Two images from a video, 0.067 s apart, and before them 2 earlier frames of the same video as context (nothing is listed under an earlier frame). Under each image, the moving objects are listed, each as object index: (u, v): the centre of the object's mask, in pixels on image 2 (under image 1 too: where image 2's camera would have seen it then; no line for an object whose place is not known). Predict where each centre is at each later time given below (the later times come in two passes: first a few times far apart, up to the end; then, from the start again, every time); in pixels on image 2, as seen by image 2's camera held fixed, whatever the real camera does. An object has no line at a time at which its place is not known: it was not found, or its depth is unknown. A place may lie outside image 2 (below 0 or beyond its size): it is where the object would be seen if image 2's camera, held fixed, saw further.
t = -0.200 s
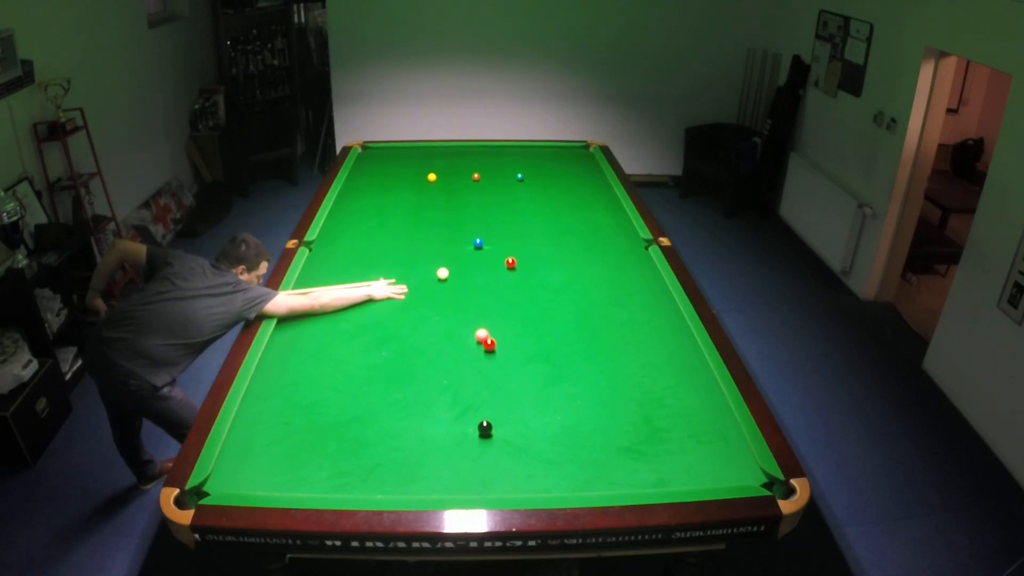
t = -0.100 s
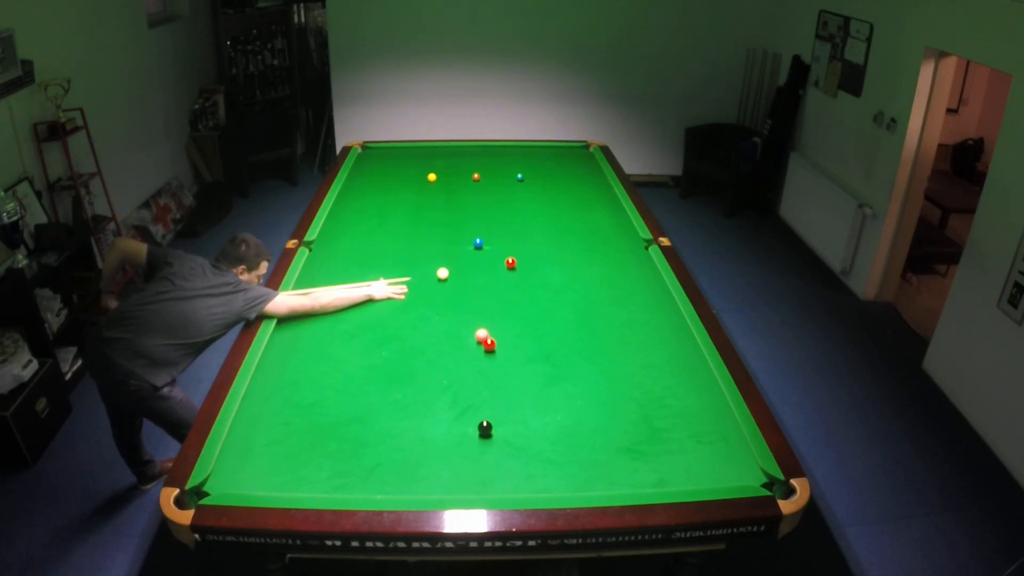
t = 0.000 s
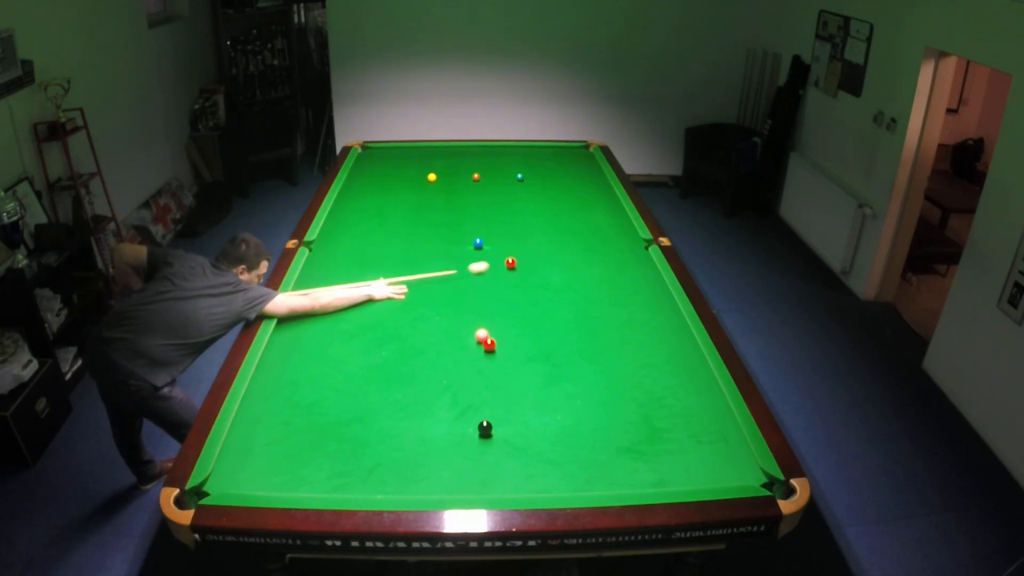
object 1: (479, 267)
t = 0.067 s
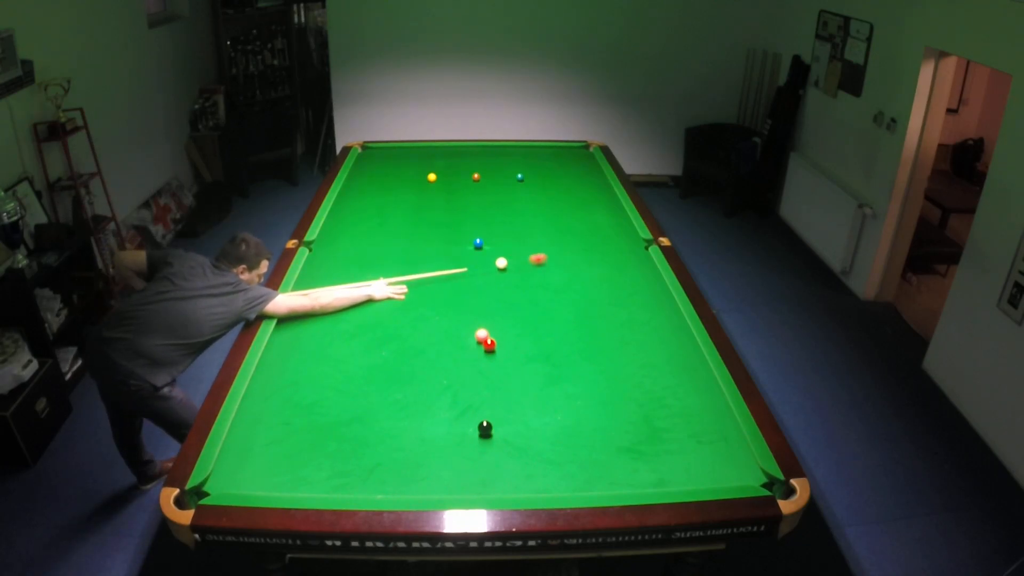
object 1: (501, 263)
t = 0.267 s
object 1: (509, 259)
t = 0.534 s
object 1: (518, 254)
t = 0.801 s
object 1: (526, 250)
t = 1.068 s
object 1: (533, 246)
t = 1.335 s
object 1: (540, 243)
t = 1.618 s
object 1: (545, 240)
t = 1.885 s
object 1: (550, 238)
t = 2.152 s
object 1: (553, 236)
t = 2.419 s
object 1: (556, 235)
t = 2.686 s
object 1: (558, 234)
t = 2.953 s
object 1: (559, 233)
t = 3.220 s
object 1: (560, 233)
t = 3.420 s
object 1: (560, 233)
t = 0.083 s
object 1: (502, 262)
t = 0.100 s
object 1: (502, 262)
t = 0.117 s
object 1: (503, 262)
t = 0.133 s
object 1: (504, 262)
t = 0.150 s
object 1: (504, 261)
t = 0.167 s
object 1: (505, 261)
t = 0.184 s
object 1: (506, 261)
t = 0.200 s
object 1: (506, 260)
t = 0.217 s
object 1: (507, 260)
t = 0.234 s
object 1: (508, 260)
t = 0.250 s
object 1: (508, 259)
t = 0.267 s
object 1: (509, 259)
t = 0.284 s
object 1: (509, 259)
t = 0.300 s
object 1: (510, 258)
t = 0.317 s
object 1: (510, 258)
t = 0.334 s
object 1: (511, 258)
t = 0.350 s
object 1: (512, 257)
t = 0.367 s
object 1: (512, 257)
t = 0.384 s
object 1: (513, 257)
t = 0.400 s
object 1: (513, 257)
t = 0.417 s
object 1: (514, 256)
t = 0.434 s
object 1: (515, 256)
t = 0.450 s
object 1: (515, 256)
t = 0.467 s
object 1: (516, 255)
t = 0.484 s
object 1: (516, 255)
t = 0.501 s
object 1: (517, 255)
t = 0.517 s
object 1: (517, 254)
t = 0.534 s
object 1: (518, 254)
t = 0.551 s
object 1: (518, 254)
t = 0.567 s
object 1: (519, 254)
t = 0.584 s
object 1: (519, 253)
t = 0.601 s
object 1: (520, 253)
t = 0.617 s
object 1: (521, 253)
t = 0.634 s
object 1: (521, 253)
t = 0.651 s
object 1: (522, 252)
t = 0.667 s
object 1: (522, 252)
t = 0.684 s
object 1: (523, 252)
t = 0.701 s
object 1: (523, 252)
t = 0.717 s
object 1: (524, 251)
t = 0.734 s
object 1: (524, 251)
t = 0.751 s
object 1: (525, 251)
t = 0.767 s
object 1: (525, 251)
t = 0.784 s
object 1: (526, 250)
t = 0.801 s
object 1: (526, 250)
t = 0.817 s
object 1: (527, 250)
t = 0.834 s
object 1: (527, 250)
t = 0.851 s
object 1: (527, 249)
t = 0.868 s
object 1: (528, 249)
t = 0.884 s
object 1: (528, 249)
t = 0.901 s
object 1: (529, 249)
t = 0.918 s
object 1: (529, 248)
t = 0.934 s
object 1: (530, 248)
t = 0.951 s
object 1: (530, 248)
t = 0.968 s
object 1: (531, 248)
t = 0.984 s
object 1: (531, 248)
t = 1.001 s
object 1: (532, 247)
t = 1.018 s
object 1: (532, 247)
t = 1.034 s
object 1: (532, 247)
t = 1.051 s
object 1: (533, 247)
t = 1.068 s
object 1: (533, 246)
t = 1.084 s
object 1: (534, 246)
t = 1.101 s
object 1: (534, 246)
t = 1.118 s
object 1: (535, 246)
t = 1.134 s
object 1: (535, 246)
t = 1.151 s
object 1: (535, 245)
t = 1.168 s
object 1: (536, 245)
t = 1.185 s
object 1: (536, 245)
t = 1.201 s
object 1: (537, 245)
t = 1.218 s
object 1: (537, 245)
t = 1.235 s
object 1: (537, 244)
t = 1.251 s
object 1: (538, 244)
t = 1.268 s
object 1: (538, 244)
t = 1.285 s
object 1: (539, 244)
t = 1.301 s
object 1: (539, 244)
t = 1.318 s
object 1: (539, 243)
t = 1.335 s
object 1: (540, 243)
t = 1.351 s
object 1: (540, 243)
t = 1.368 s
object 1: (540, 243)
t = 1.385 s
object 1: (541, 243)
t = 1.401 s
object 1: (541, 242)
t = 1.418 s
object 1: (541, 242)
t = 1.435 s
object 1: (542, 242)
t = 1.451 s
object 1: (542, 242)
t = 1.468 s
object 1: (542, 242)
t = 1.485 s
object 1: (543, 241)
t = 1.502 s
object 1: (543, 241)
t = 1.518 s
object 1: (543, 241)
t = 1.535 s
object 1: (544, 241)
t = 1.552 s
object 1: (544, 241)
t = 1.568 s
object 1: (544, 241)
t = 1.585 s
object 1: (545, 240)
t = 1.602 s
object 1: (545, 240)
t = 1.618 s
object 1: (545, 240)
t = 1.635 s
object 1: (545, 240)
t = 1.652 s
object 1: (546, 240)
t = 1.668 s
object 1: (546, 240)
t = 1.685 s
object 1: (546, 240)
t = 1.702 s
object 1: (547, 239)
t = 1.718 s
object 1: (547, 239)
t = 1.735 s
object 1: (547, 239)
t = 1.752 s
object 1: (547, 239)
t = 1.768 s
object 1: (548, 239)
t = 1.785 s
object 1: (548, 239)
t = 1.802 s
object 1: (548, 239)
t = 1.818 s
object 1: (549, 238)
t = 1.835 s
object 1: (549, 238)
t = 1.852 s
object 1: (549, 238)
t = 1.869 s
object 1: (549, 238)
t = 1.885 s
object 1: (550, 238)
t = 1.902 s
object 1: (550, 238)
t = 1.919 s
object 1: (550, 238)
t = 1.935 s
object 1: (550, 238)
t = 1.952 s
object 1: (551, 237)
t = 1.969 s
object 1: (551, 237)
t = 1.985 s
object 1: (551, 237)
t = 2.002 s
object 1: (551, 237)
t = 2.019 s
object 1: (551, 237)
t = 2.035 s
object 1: (552, 237)
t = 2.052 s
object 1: (552, 237)
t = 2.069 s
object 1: (552, 237)
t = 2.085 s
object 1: (552, 236)
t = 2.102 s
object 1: (552, 236)
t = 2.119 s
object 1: (553, 236)
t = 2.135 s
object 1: (553, 236)
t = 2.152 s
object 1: (553, 236)
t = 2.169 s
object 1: (553, 236)
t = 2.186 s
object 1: (553, 236)
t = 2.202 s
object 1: (554, 236)
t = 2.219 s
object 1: (554, 236)
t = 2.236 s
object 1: (554, 236)
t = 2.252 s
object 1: (554, 235)
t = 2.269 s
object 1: (554, 235)
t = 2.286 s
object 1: (555, 235)
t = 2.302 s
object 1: (555, 235)
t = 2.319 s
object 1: (555, 235)
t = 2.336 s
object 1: (555, 235)
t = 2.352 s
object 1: (555, 235)
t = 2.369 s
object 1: (556, 235)
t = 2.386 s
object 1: (556, 235)
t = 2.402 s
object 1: (556, 235)
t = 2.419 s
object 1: (556, 235)
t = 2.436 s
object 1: (556, 235)
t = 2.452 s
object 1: (556, 235)
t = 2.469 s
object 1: (556, 235)
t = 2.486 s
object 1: (556, 234)
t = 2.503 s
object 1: (557, 234)
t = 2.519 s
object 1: (557, 234)
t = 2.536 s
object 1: (557, 234)
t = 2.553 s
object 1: (557, 234)
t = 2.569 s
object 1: (557, 234)
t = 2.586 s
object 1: (557, 234)
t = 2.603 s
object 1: (557, 234)
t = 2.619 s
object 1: (557, 234)
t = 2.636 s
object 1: (558, 234)
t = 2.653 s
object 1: (558, 234)
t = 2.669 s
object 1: (558, 234)
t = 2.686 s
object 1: (558, 234)
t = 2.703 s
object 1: (558, 234)
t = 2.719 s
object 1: (558, 234)
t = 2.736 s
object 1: (558, 233)
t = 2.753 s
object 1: (558, 233)
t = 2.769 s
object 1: (558, 233)
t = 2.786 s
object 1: (558, 233)
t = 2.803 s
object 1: (559, 233)
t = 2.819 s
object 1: (559, 233)
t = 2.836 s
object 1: (559, 233)
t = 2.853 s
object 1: (559, 233)
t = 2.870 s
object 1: (559, 233)
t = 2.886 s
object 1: (559, 233)
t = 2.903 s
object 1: (559, 233)
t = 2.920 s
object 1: (559, 233)
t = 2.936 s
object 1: (559, 233)
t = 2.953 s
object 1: (559, 233)
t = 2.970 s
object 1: (559, 233)
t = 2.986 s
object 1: (559, 233)
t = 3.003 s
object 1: (559, 233)
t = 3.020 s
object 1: (560, 233)
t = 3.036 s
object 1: (560, 233)
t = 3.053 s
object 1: (560, 233)
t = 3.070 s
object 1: (560, 233)
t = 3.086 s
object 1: (560, 233)
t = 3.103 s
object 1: (560, 233)
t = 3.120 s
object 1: (560, 233)
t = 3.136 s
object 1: (560, 233)
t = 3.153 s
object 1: (560, 233)
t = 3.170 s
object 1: (560, 233)
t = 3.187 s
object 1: (560, 233)
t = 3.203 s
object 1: (560, 233)
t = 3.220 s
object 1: (560, 233)
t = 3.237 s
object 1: (560, 233)
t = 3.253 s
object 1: (560, 233)
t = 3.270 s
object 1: (560, 233)
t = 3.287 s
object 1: (560, 233)
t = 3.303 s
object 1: (560, 233)
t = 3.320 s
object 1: (560, 233)
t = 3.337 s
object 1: (560, 233)
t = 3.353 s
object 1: (560, 233)
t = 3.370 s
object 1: (560, 233)
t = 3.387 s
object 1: (560, 233)
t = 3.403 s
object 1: (560, 233)
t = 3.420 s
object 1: (560, 233)
